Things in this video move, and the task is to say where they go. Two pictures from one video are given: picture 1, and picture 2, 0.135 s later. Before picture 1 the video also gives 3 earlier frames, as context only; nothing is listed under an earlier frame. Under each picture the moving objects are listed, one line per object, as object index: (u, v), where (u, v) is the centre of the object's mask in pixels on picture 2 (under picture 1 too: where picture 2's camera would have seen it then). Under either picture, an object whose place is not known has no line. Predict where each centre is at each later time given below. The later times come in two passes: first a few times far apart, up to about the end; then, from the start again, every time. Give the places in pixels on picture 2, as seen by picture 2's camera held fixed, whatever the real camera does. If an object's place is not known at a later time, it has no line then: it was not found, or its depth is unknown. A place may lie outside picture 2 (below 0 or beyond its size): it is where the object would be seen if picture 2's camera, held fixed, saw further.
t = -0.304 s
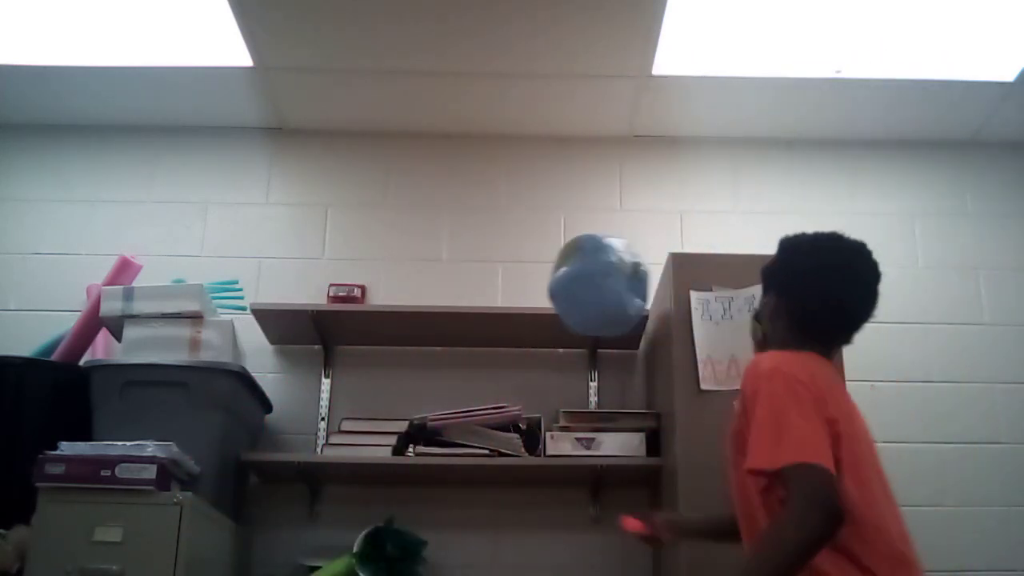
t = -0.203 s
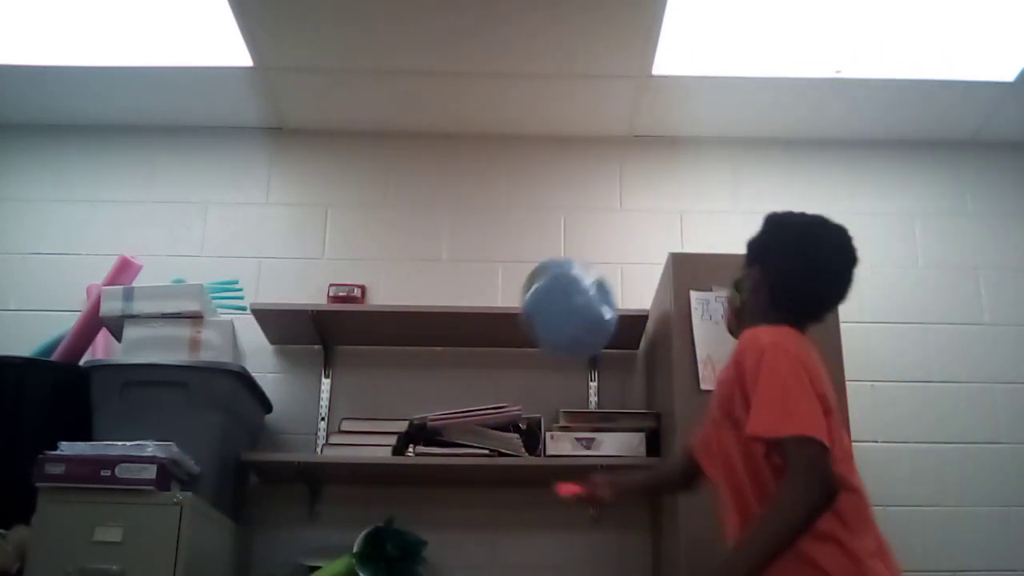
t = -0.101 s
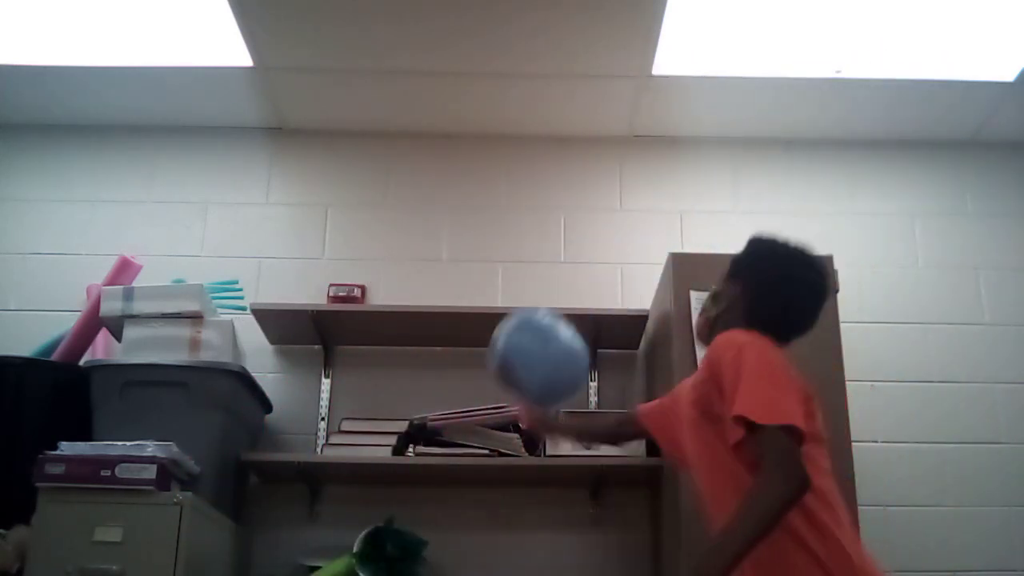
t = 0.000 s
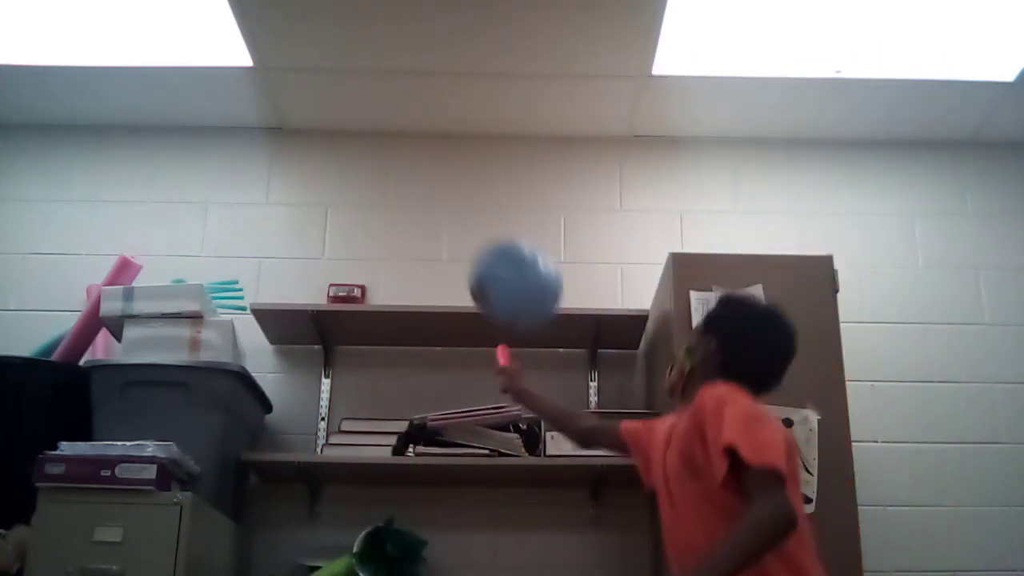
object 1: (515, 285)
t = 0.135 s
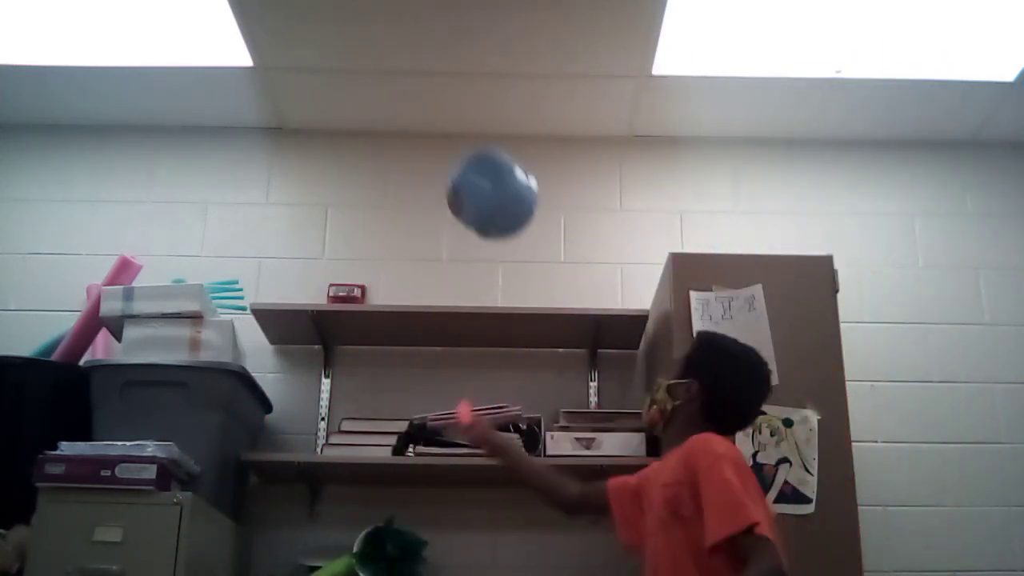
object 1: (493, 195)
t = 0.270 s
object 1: (469, 147)
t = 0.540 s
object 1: (421, 181)
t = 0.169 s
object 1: (487, 177)
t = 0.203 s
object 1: (480, 165)
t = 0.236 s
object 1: (475, 154)
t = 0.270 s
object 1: (469, 147)
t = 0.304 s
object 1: (464, 142)
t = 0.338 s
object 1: (458, 140)
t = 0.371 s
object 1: (453, 139)
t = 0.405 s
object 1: (447, 142)
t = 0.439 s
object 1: (441, 148)
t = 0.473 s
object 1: (434, 156)
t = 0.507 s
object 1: (428, 167)
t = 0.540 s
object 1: (421, 181)
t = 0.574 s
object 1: (415, 200)
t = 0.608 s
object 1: (408, 220)
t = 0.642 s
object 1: (402, 245)
